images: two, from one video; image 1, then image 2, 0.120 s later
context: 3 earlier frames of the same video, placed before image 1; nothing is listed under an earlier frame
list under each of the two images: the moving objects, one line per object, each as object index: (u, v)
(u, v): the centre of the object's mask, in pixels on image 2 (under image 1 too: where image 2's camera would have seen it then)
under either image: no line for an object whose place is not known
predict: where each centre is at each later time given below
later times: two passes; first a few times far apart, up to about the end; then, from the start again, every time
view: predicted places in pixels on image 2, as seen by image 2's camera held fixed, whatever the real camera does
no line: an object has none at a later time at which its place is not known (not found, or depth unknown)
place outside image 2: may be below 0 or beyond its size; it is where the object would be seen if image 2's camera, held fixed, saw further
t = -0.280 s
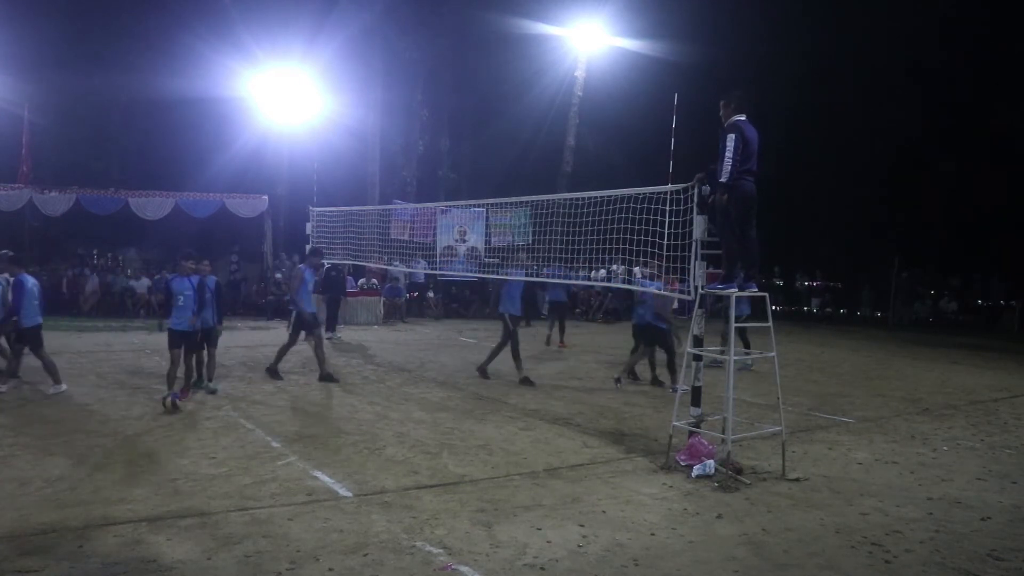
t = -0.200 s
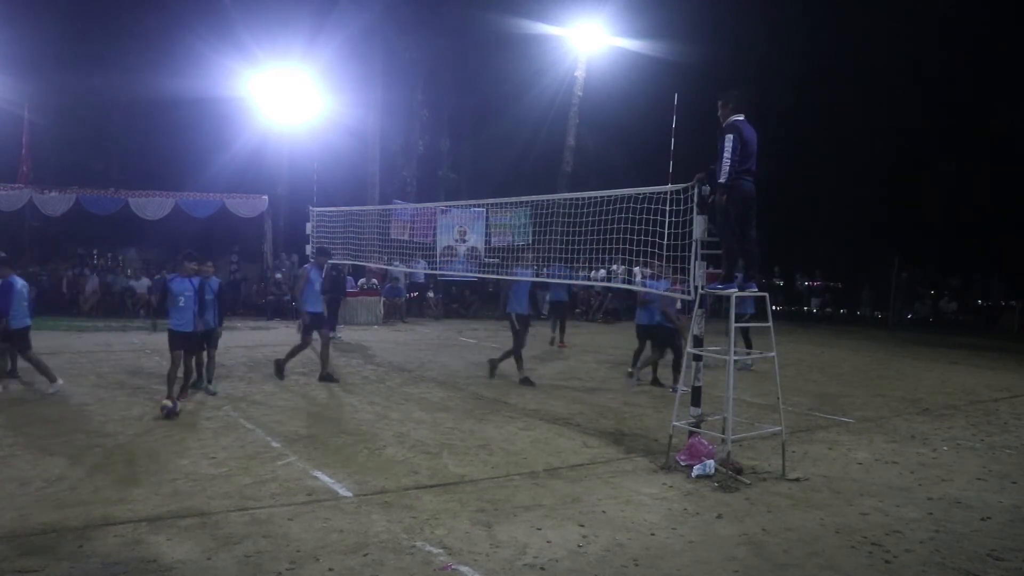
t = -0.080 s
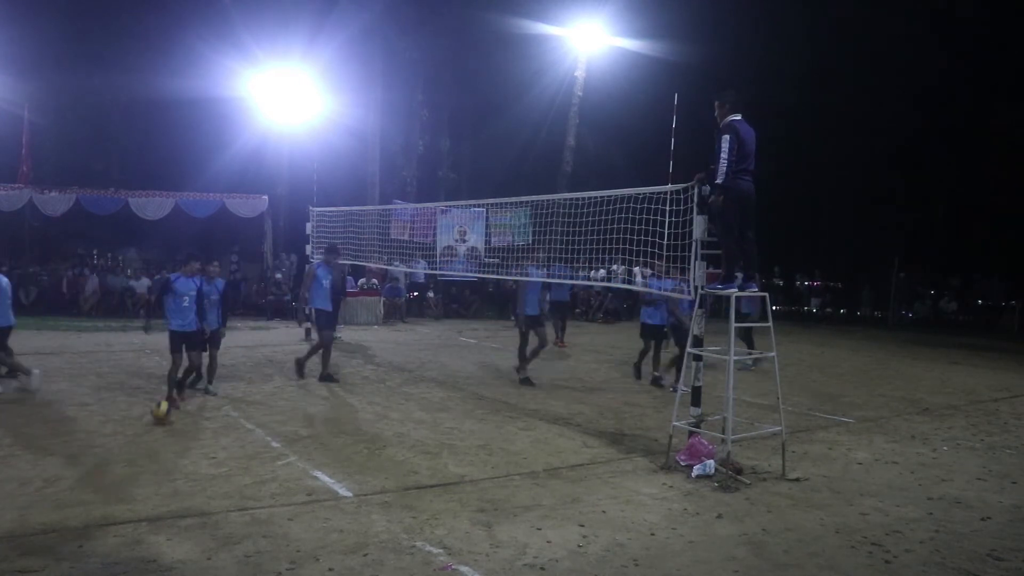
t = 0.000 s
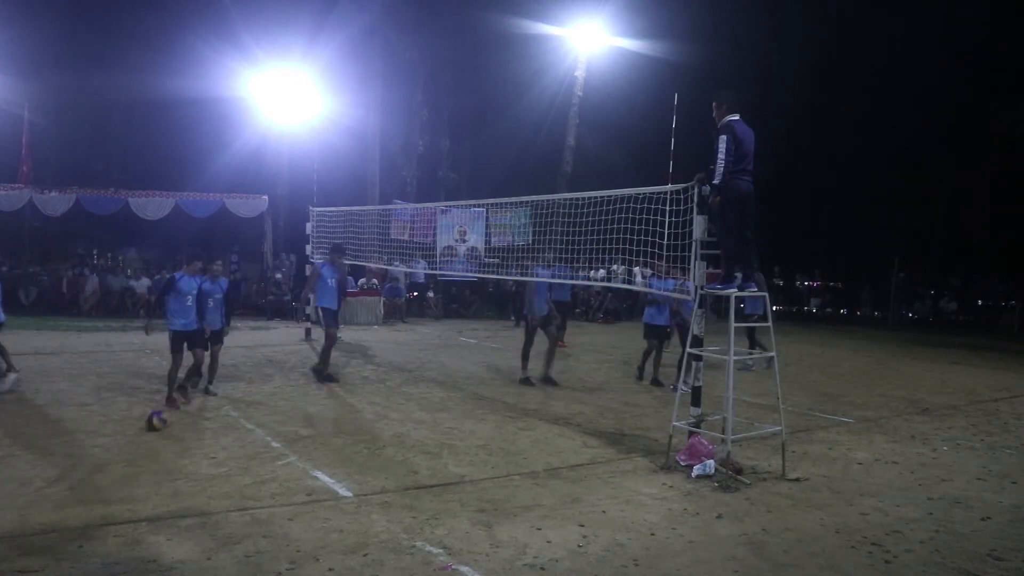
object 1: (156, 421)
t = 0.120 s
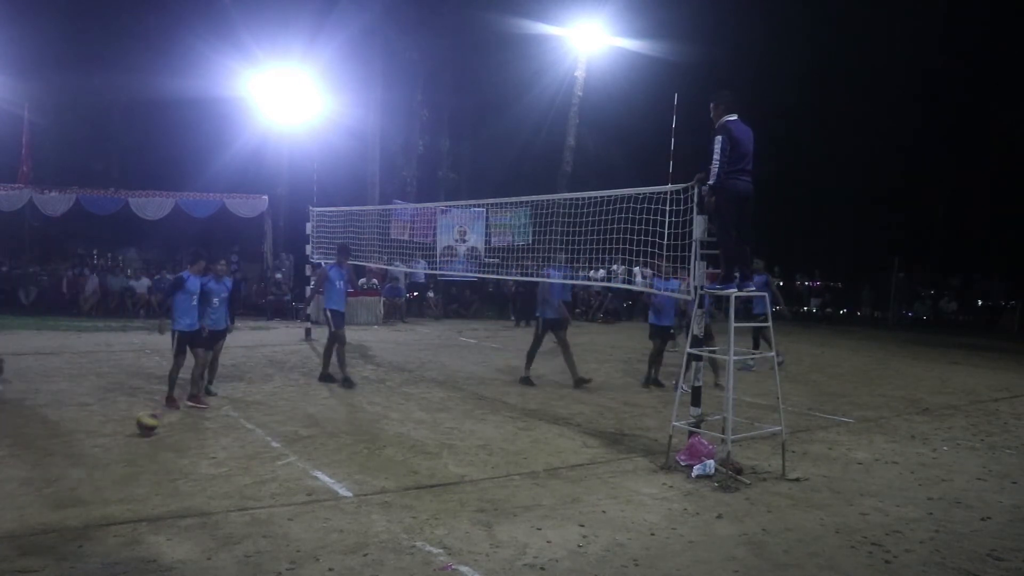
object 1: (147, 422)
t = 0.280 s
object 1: (134, 433)
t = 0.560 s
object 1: (111, 456)
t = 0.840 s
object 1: (85, 476)
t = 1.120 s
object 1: (55, 500)
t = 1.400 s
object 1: (18, 532)
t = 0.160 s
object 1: (144, 424)
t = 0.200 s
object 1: (142, 430)
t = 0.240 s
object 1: (138, 432)
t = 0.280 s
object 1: (134, 433)
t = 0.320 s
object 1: (131, 435)
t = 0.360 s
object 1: (128, 439)
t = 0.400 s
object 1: (126, 442)
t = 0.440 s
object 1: (122, 443)
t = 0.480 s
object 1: (119, 446)
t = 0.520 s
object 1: (116, 450)
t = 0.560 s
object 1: (111, 456)
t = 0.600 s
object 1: (107, 455)
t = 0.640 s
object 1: (105, 456)
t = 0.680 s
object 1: (101, 461)
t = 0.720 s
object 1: (98, 465)
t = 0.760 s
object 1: (94, 469)
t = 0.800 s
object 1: (90, 473)
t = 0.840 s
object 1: (85, 476)
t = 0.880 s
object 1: (82, 479)
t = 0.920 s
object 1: (78, 483)
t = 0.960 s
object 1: (74, 484)
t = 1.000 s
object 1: (70, 490)
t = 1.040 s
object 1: (65, 493)
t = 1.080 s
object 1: (61, 497)
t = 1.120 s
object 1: (55, 500)
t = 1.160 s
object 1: (51, 505)
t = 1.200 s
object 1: (47, 510)
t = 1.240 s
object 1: (43, 511)
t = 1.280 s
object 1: (36, 518)
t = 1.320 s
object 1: (30, 524)
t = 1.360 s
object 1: (25, 528)
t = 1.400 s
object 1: (18, 532)
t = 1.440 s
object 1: (15, 538)
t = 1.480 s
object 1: (11, 545)
